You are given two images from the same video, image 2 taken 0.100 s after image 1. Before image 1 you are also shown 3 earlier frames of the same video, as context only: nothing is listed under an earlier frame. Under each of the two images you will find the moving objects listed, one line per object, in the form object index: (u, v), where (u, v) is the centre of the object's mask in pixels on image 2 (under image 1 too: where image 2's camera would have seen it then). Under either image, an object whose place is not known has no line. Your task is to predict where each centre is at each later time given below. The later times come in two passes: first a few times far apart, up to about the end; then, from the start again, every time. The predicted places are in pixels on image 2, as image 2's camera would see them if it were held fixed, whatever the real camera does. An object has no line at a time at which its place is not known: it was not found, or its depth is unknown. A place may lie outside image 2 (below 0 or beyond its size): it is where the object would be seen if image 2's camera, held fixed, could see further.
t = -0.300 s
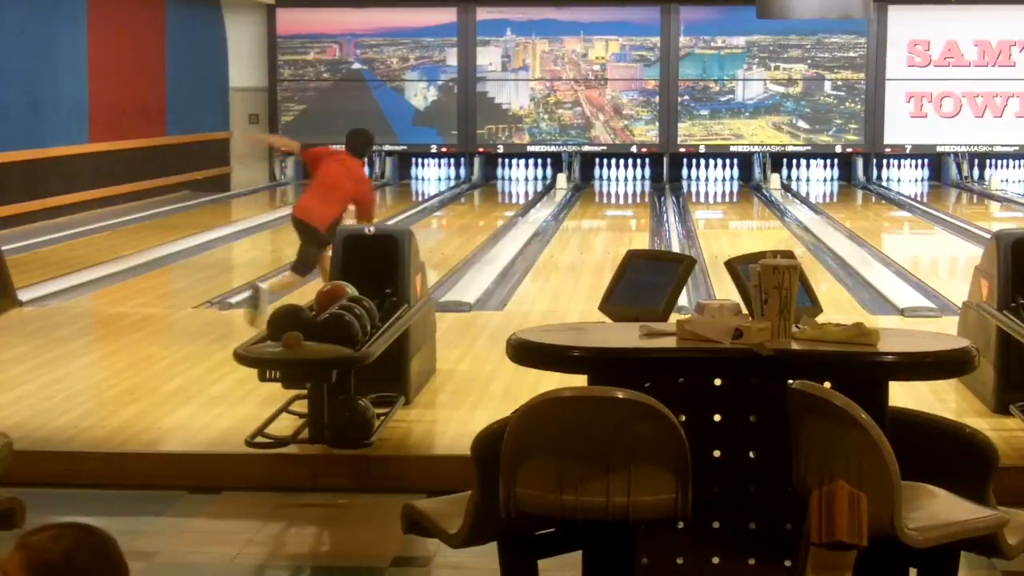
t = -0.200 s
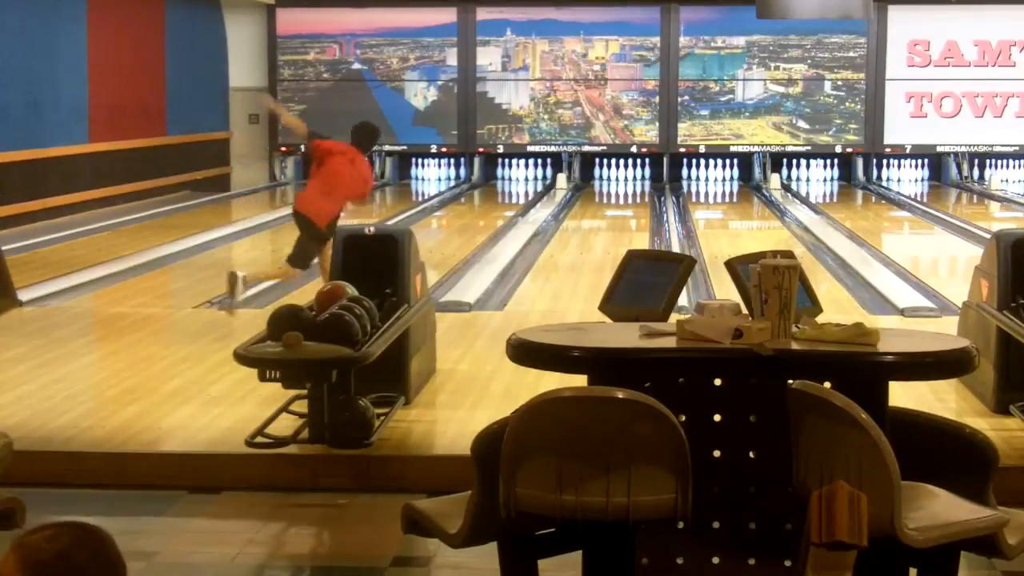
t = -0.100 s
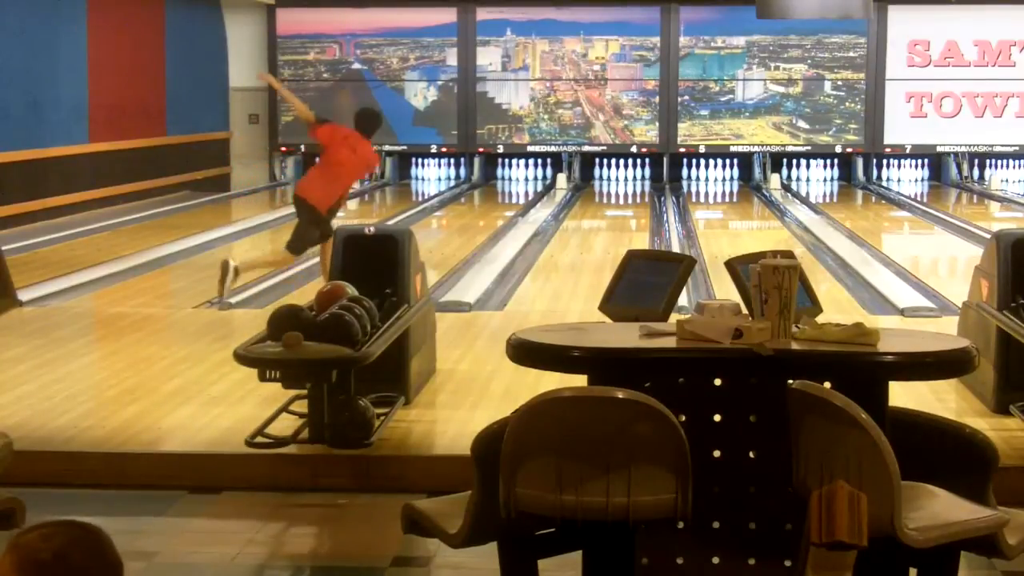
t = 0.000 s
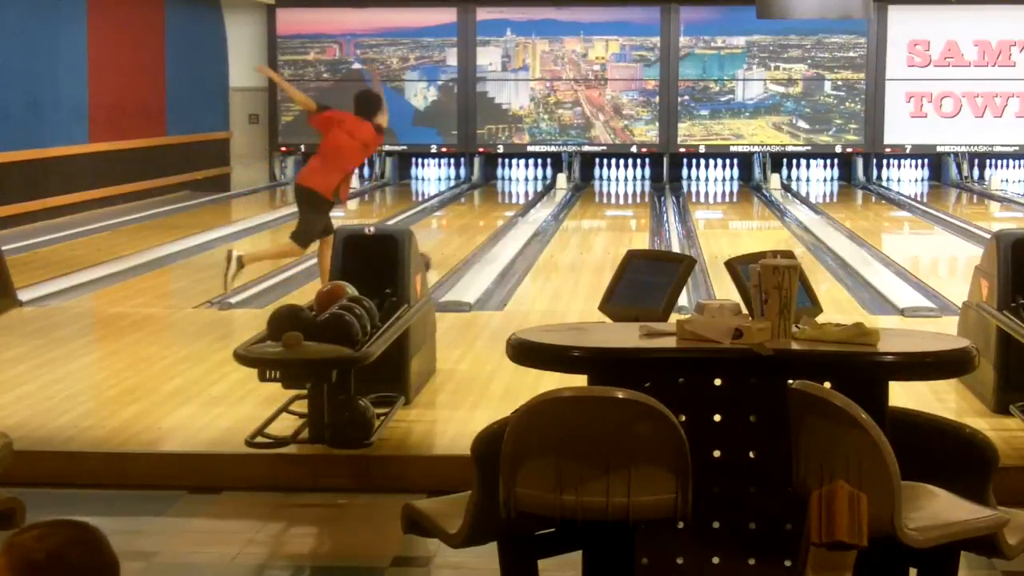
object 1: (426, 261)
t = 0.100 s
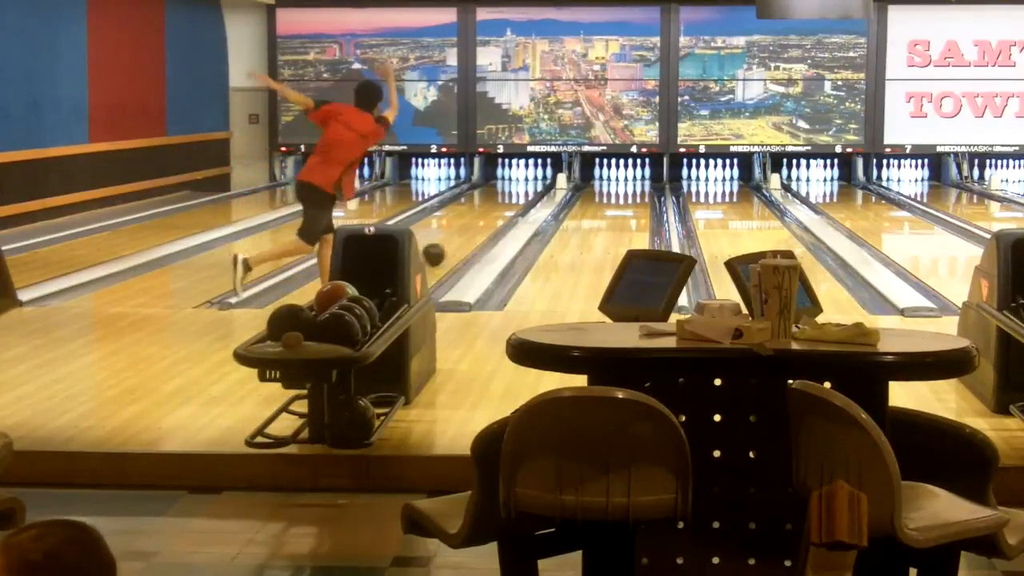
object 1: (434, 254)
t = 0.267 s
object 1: (454, 240)
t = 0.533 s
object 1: (481, 222)
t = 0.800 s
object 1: (500, 209)
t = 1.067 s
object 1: (513, 198)
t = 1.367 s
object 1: (522, 188)
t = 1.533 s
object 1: (524, 183)
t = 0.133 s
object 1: (438, 251)
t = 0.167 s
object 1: (442, 248)
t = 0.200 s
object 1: (447, 245)
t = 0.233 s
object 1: (450, 243)
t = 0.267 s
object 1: (454, 240)
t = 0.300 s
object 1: (458, 238)
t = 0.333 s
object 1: (462, 235)
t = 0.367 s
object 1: (465, 233)
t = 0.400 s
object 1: (469, 231)
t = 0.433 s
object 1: (472, 228)
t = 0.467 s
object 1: (475, 226)
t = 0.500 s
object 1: (478, 224)
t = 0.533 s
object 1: (481, 222)
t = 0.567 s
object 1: (484, 221)
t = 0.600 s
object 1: (486, 219)
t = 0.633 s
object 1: (489, 217)
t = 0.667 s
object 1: (491, 215)
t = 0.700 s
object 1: (494, 213)
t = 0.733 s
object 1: (496, 212)
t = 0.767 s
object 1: (497, 211)
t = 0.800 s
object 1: (500, 209)
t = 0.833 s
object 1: (502, 207)
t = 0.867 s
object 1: (503, 205)
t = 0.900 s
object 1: (505, 204)
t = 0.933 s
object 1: (507, 203)
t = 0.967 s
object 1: (509, 201)
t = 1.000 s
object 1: (510, 200)
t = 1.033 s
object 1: (511, 199)
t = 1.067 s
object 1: (513, 198)
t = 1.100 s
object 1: (514, 196)
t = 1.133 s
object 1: (515, 195)
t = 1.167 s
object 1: (516, 194)
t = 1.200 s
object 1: (517, 193)
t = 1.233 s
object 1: (518, 192)
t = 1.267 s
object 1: (519, 191)
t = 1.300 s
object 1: (520, 190)
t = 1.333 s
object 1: (521, 189)
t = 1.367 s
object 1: (522, 188)
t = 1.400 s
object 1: (522, 187)
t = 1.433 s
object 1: (523, 186)
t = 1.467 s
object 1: (523, 185)
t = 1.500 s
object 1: (523, 184)
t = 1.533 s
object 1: (524, 183)
